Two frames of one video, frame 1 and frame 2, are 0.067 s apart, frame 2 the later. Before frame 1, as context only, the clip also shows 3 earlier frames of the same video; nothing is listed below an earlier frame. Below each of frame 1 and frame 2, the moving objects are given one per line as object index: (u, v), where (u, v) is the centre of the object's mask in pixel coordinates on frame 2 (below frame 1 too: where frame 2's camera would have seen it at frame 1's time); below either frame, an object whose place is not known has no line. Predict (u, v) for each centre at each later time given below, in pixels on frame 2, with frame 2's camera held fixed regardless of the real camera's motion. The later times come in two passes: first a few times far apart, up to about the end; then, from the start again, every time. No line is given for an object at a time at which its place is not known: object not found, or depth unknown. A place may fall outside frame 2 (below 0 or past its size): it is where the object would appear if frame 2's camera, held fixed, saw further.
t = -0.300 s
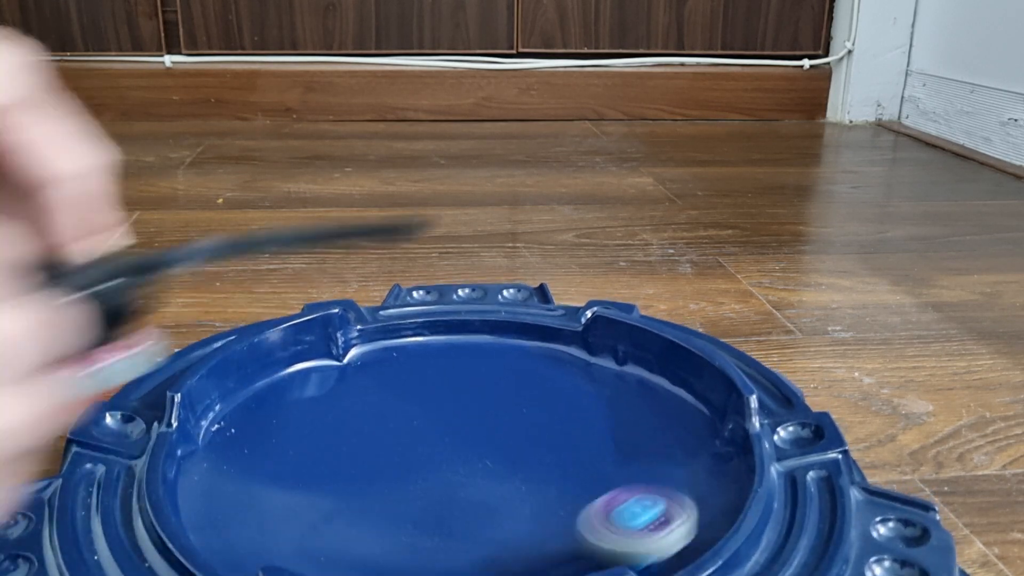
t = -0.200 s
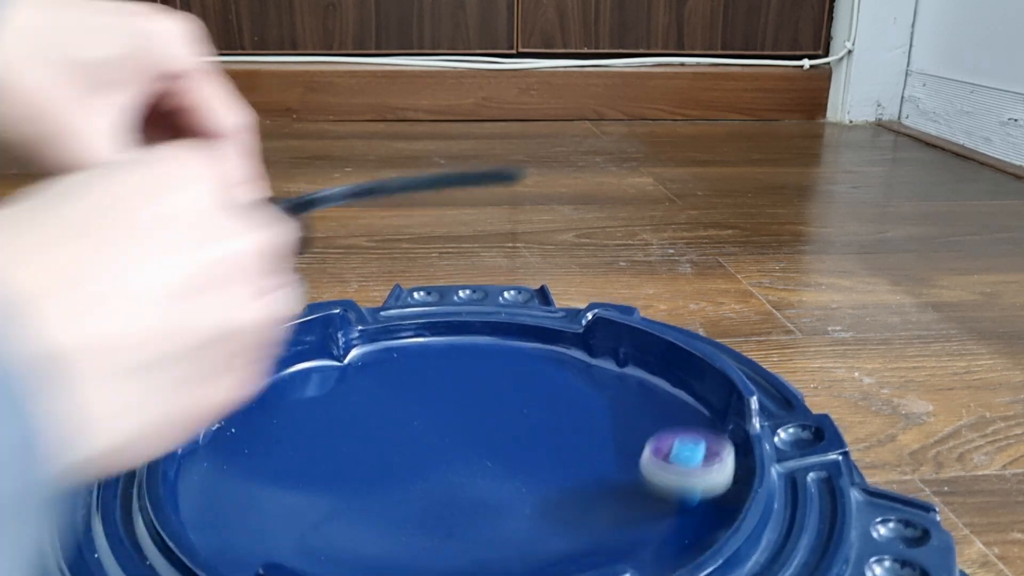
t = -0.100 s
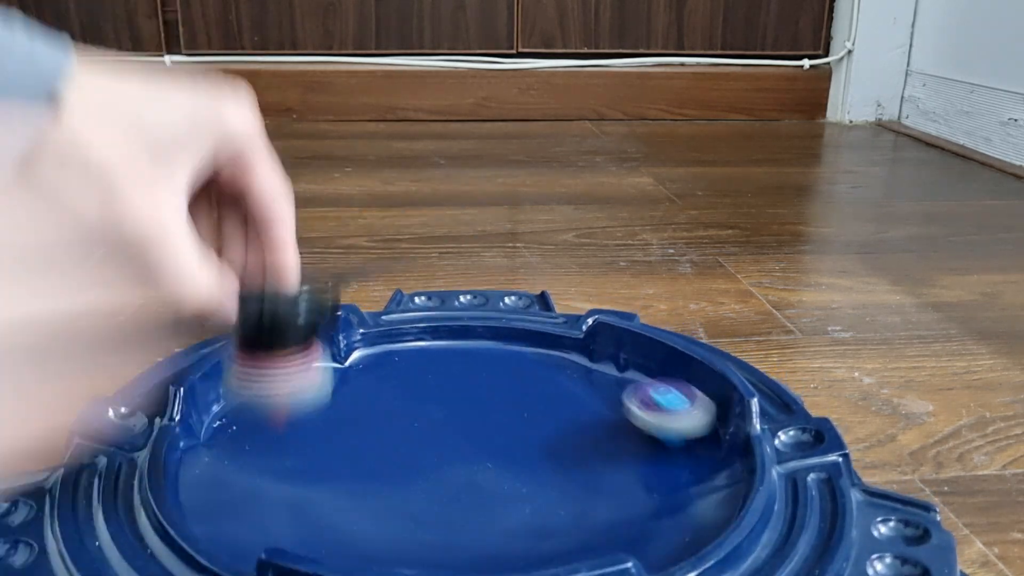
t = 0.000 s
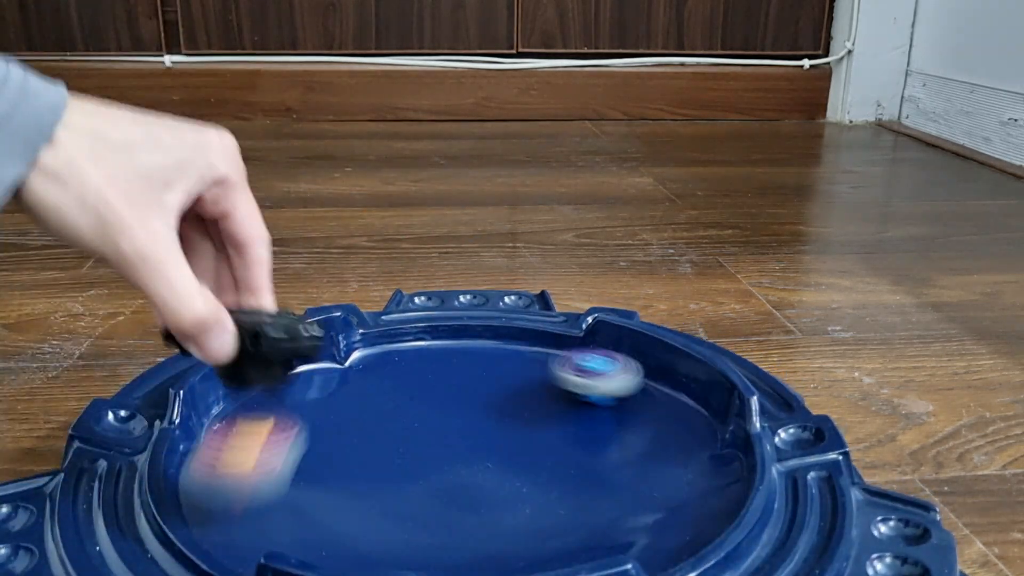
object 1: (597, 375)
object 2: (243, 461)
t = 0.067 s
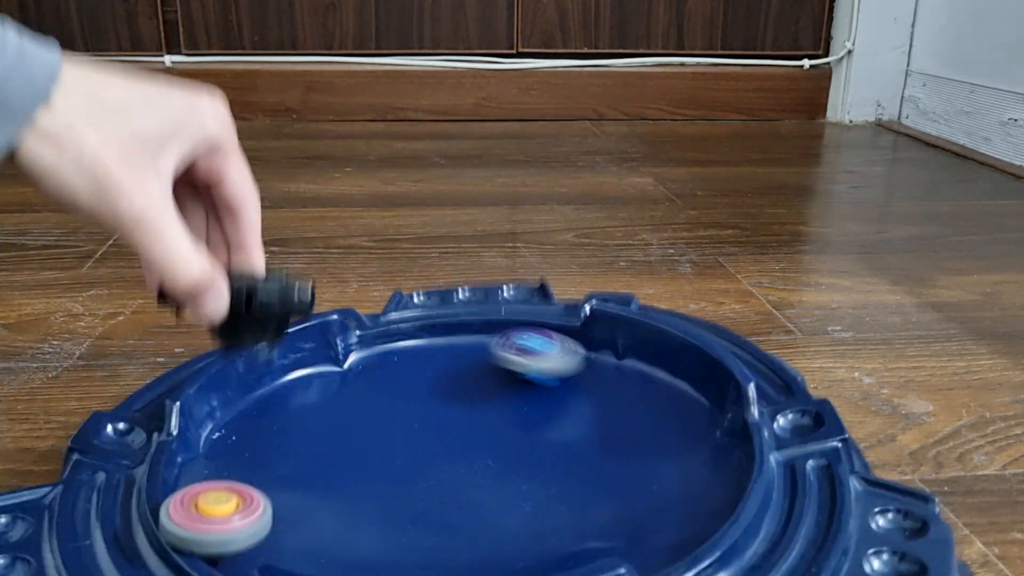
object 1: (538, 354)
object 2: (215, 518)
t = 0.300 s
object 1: (306, 379)
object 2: (448, 521)
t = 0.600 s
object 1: (259, 526)
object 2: (482, 344)
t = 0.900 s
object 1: (614, 460)
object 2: (279, 465)
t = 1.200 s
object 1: (435, 347)
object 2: (679, 499)
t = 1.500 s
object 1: (332, 470)
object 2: (426, 345)
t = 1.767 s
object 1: (591, 490)
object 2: (264, 511)
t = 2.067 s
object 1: (555, 391)
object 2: (687, 442)
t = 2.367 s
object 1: (387, 453)
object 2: (405, 359)
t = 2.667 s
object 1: (563, 518)
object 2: (251, 489)
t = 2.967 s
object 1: (537, 425)
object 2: (646, 484)
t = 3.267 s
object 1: (360, 496)
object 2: (500, 347)
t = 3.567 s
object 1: (577, 502)
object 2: (289, 486)
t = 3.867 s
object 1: (431, 422)
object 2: (635, 525)
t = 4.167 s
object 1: (332, 515)
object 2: (551, 376)
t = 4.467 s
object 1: (580, 476)
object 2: (270, 417)
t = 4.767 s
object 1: (414, 377)
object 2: (394, 552)
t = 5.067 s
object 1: (266, 458)
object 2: (591, 423)
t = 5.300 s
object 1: (469, 536)
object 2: (415, 367)
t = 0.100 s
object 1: (504, 350)
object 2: (224, 524)
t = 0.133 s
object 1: (470, 353)
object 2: (245, 523)
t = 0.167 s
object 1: (433, 356)
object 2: (277, 521)
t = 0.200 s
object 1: (398, 360)
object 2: (316, 529)
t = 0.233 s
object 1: (364, 365)
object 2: (359, 536)
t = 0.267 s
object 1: (335, 371)
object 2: (405, 534)
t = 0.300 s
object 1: (306, 379)
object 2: (448, 521)
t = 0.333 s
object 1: (283, 391)
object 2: (483, 504)
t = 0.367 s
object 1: (260, 406)
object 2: (510, 485)
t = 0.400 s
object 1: (239, 424)
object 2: (531, 462)
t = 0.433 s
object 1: (222, 438)
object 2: (542, 438)
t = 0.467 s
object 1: (213, 453)
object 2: (545, 412)
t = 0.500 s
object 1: (213, 472)
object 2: (541, 387)
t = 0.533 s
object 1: (220, 492)
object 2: (529, 363)
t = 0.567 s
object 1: (234, 513)
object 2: (510, 345)
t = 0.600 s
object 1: (259, 526)
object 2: (482, 344)
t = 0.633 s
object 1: (305, 539)
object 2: (450, 345)
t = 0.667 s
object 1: (352, 542)
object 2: (413, 346)
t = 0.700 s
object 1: (403, 544)
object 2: (378, 354)
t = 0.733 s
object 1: (451, 541)
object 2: (355, 372)
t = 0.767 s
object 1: (499, 534)
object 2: (332, 388)
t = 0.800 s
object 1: (545, 522)
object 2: (314, 403)
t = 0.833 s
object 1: (580, 504)
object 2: (297, 421)
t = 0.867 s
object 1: (603, 482)
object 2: (284, 442)
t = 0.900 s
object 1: (614, 460)
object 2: (279, 465)
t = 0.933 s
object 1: (614, 439)
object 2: (286, 487)
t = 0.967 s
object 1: (606, 421)
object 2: (306, 511)
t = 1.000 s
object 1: (593, 402)
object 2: (339, 533)
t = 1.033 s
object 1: (572, 386)
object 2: (386, 546)
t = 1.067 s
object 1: (548, 372)
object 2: (446, 551)
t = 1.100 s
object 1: (520, 362)
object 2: (513, 549)
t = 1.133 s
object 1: (492, 354)
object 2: (584, 541)
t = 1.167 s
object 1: (464, 349)
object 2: (640, 526)
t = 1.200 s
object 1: (435, 347)
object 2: (679, 499)
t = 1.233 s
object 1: (407, 349)
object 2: (697, 473)
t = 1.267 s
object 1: (381, 352)
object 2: (690, 445)
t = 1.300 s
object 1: (361, 363)
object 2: (659, 425)
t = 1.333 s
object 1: (346, 379)
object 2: (627, 401)
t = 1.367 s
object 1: (336, 395)
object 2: (594, 378)
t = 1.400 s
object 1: (326, 414)
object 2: (559, 360)
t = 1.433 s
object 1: (320, 433)
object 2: (520, 344)
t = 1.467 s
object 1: (322, 452)
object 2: (475, 341)
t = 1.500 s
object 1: (332, 470)
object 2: (426, 345)
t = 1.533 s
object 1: (350, 488)
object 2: (384, 356)
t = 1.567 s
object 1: (375, 504)
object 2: (354, 378)
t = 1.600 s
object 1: (406, 514)
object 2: (325, 397)
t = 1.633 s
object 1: (444, 519)
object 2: (298, 417)
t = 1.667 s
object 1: (485, 519)
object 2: (276, 440)
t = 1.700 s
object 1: (524, 514)
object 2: (261, 464)
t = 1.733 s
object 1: (560, 504)
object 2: (256, 490)
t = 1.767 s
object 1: (591, 490)
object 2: (264, 511)
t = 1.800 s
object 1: (616, 475)
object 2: (301, 528)
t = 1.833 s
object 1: (632, 461)
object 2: (353, 541)
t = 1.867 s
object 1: (639, 446)
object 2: (411, 548)
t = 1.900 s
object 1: (638, 431)
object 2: (475, 547)
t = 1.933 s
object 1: (632, 419)
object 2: (537, 538)
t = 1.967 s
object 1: (619, 409)
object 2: (593, 520)
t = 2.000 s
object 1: (601, 401)
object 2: (639, 497)
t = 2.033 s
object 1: (579, 395)
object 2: (673, 469)
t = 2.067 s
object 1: (555, 391)
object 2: (687, 442)
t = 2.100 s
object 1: (531, 388)
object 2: (668, 424)
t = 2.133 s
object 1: (509, 386)
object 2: (645, 415)
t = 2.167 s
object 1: (485, 389)
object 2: (620, 402)
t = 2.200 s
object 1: (461, 393)
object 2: (592, 390)
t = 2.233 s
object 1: (440, 401)
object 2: (559, 380)
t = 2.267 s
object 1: (422, 411)
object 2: (520, 371)
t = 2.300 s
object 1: (407, 423)
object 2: (482, 364)
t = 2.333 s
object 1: (395, 437)
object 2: (444, 361)
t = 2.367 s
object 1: (387, 453)
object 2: (405, 359)
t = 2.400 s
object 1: (383, 469)
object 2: (370, 362)
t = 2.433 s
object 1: (386, 485)
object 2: (341, 371)
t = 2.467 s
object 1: (397, 500)
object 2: (316, 381)
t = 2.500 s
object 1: (414, 513)
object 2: (293, 392)
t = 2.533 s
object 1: (439, 523)
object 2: (272, 407)
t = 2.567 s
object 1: (468, 529)
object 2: (254, 424)
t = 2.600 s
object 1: (499, 530)
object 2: (246, 444)
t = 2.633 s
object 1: (533, 526)
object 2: (245, 466)
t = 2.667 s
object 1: (563, 518)
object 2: (251, 489)
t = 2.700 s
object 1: (589, 507)
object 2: (267, 514)
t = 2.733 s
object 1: (610, 493)
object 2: (294, 532)
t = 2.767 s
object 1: (624, 480)
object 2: (345, 546)
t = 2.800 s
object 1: (629, 467)
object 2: (401, 551)
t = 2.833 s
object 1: (623, 454)
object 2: (461, 551)
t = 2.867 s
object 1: (609, 444)
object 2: (521, 546)
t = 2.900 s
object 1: (589, 436)
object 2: (575, 533)
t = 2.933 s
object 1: (565, 429)
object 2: (616, 510)
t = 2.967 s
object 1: (537, 425)
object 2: (646, 484)
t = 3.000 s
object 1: (508, 424)
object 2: (664, 456)
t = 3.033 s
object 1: (478, 424)
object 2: (671, 430)
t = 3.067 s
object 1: (451, 427)
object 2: (668, 407)
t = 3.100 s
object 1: (425, 433)
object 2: (653, 388)
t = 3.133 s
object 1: (403, 442)
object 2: (627, 374)
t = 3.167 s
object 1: (384, 452)
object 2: (598, 365)
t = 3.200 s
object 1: (371, 465)
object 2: (566, 359)
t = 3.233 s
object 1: (362, 479)
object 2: (533, 353)
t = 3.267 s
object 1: (360, 496)
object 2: (500, 347)
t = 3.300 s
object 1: (366, 511)
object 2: (464, 345)
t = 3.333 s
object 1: (381, 525)
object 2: (423, 347)
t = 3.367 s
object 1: (404, 533)
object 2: (385, 355)
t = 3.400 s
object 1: (434, 536)
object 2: (359, 373)
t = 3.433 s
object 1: (467, 538)
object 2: (337, 392)
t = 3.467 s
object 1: (503, 536)
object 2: (319, 411)
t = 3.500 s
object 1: (535, 529)
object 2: (303, 434)
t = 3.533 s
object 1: (560, 517)
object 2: (292, 459)
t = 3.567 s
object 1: (577, 502)
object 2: (289, 486)
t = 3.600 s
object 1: (585, 487)
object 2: (300, 512)
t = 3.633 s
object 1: (585, 473)
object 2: (325, 534)
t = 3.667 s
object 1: (576, 459)
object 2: (357, 550)
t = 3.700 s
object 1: (560, 446)
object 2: (402, 558)
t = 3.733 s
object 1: (539, 437)
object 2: (457, 560)
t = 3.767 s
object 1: (513, 429)
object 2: (515, 557)
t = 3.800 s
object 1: (486, 424)
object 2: (564, 551)
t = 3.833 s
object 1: (458, 421)
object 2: (605, 540)
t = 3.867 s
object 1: (431, 422)
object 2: (635, 525)
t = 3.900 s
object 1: (404, 425)
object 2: (659, 505)
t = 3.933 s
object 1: (378, 429)
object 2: (677, 481)
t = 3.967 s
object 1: (354, 436)
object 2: (688, 457)
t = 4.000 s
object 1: (333, 444)
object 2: (687, 435)
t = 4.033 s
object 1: (316, 455)
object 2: (667, 419)
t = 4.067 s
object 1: (307, 468)
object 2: (643, 406)
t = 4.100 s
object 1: (309, 481)
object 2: (615, 394)
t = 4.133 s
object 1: (317, 498)
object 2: (585, 384)
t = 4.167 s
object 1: (332, 515)
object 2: (551, 376)
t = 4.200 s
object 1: (354, 528)
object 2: (514, 370)
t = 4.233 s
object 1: (382, 536)
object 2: (476, 367)
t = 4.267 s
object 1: (419, 539)
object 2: (439, 366)
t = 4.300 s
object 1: (459, 537)
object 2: (403, 368)
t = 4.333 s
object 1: (497, 533)
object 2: (370, 373)
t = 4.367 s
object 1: (530, 523)
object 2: (341, 380)
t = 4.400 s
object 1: (554, 509)
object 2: (316, 389)
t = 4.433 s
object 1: (570, 493)
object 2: (292, 402)
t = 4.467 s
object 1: (580, 476)
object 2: (270, 417)
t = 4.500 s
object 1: (581, 459)
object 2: (252, 433)
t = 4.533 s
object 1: (573, 442)
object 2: (238, 450)
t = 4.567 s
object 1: (558, 426)
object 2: (233, 467)
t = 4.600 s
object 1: (539, 413)
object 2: (237, 486)
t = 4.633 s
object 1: (517, 401)
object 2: (250, 508)
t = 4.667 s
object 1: (492, 391)
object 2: (270, 527)
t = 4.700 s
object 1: (467, 384)
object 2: (303, 542)
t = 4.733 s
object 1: (441, 380)
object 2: (349, 549)
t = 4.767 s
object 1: (414, 377)
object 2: (394, 552)
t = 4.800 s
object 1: (388, 378)
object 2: (442, 551)
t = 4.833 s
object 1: (362, 381)
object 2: (490, 546)
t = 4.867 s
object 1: (341, 387)
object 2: (534, 537)
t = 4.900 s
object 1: (322, 393)
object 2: (569, 520)
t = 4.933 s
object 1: (304, 404)
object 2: (593, 501)
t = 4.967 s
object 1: (288, 416)
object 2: (606, 480)
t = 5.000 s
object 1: (274, 428)
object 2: (610, 460)
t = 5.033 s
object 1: (266, 443)
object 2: (604, 441)
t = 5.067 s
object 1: (266, 458)
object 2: (591, 423)
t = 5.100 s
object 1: (276, 473)
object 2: (573, 408)
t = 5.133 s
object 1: (295, 490)
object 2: (551, 394)
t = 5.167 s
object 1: (319, 508)
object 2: (525, 384)
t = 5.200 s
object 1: (348, 524)
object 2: (497, 376)
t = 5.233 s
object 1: (383, 534)
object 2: (470, 371)
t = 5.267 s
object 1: (426, 539)
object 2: (442, 368)
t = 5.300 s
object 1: (469, 536)
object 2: (415, 367)
